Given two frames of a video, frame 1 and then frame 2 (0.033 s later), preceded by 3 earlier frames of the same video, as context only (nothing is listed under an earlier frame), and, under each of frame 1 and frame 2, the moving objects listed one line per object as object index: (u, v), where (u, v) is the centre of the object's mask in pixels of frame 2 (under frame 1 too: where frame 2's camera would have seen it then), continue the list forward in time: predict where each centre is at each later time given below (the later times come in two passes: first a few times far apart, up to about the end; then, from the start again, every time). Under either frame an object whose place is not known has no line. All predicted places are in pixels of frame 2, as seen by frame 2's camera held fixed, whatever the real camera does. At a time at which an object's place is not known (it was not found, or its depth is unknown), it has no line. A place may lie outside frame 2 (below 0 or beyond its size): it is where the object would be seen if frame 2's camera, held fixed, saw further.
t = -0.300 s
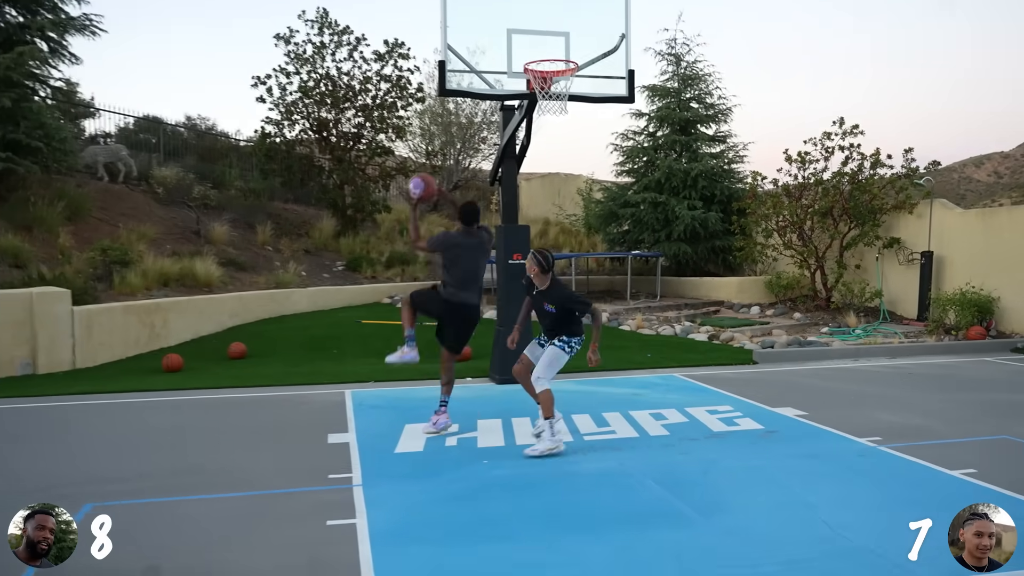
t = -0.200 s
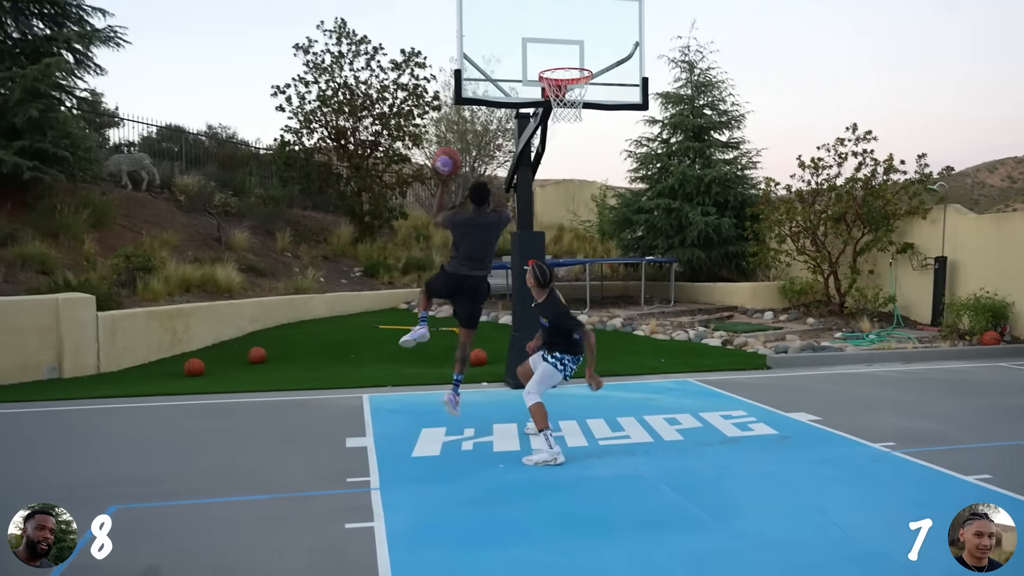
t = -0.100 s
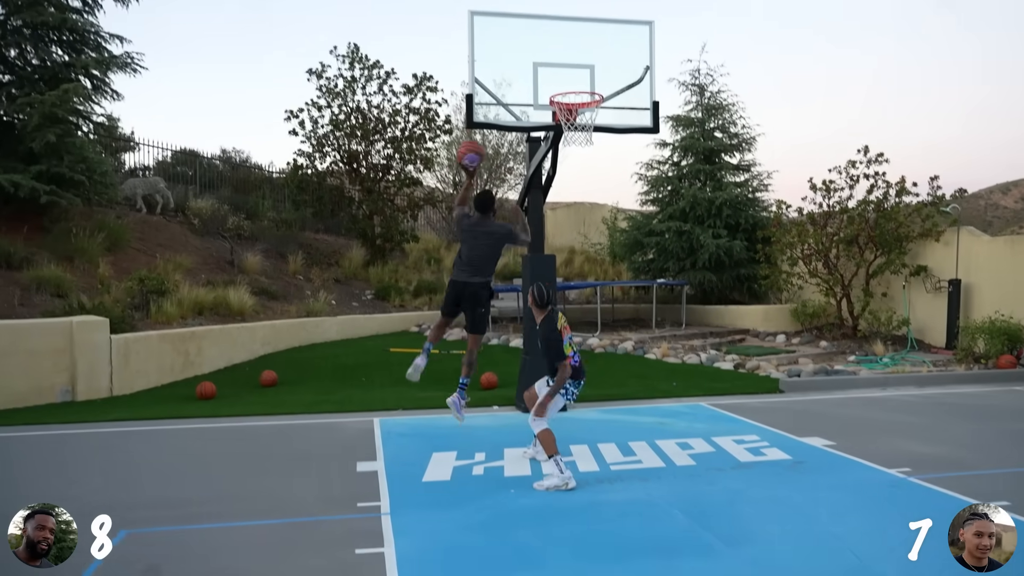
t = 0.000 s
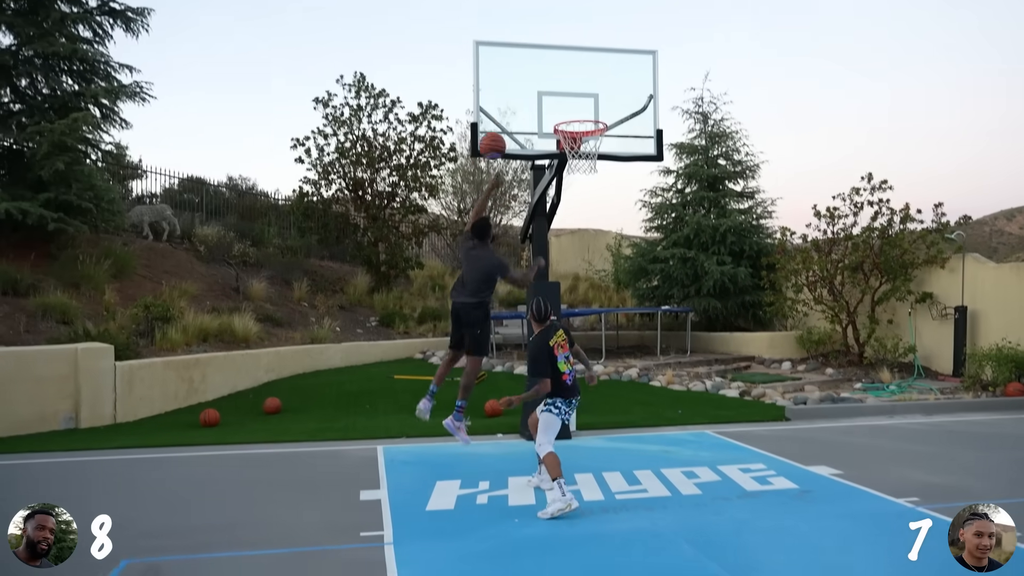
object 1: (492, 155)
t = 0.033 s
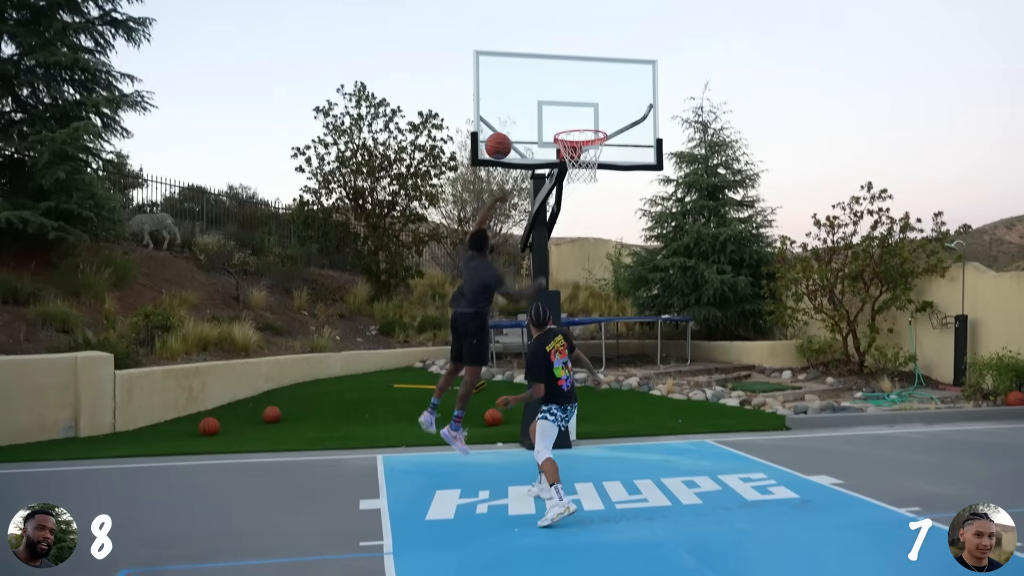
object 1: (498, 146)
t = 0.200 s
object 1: (524, 121)
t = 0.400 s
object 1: (551, 121)
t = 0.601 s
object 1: (557, 112)
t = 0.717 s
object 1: (561, 115)
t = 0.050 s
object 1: (501, 142)
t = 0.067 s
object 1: (503, 138)
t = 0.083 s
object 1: (506, 135)
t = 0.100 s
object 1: (509, 132)
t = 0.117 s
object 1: (511, 129)
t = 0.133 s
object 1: (514, 127)
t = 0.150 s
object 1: (517, 125)
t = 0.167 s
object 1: (519, 123)
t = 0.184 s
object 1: (522, 122)
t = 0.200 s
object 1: (524, 121)
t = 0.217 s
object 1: (527, 120)
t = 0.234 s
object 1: (529, 119)
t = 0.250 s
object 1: (532, 119)
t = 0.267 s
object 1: (534, 118)
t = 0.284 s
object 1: (537, 118)
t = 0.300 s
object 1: (539, 119)
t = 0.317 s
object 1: (542, 120)
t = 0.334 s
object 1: (544, 120)
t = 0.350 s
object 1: (547, 122)
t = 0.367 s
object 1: (549, 123)
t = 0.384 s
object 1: (551, 123)
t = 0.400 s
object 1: (551, 121)
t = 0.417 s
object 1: (552, 118)
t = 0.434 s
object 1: (552, 116)
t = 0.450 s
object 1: (552, 114)
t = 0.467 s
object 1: (553, 113)
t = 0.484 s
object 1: (553, 112)
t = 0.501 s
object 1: (554, 111)
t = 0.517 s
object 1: (554, 110)
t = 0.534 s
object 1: (555, 110)
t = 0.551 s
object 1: (555, 110)
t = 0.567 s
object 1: (556, 110)
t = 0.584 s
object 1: (556, 111)
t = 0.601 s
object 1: (557, 112)
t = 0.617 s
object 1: (558, 113)
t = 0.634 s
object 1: (558, 114)
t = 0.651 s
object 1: (559, 116)
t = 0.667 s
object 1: (560, 118)
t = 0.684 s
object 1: (560, 118)
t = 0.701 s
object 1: (561, 116)
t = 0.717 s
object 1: (561, 115)
